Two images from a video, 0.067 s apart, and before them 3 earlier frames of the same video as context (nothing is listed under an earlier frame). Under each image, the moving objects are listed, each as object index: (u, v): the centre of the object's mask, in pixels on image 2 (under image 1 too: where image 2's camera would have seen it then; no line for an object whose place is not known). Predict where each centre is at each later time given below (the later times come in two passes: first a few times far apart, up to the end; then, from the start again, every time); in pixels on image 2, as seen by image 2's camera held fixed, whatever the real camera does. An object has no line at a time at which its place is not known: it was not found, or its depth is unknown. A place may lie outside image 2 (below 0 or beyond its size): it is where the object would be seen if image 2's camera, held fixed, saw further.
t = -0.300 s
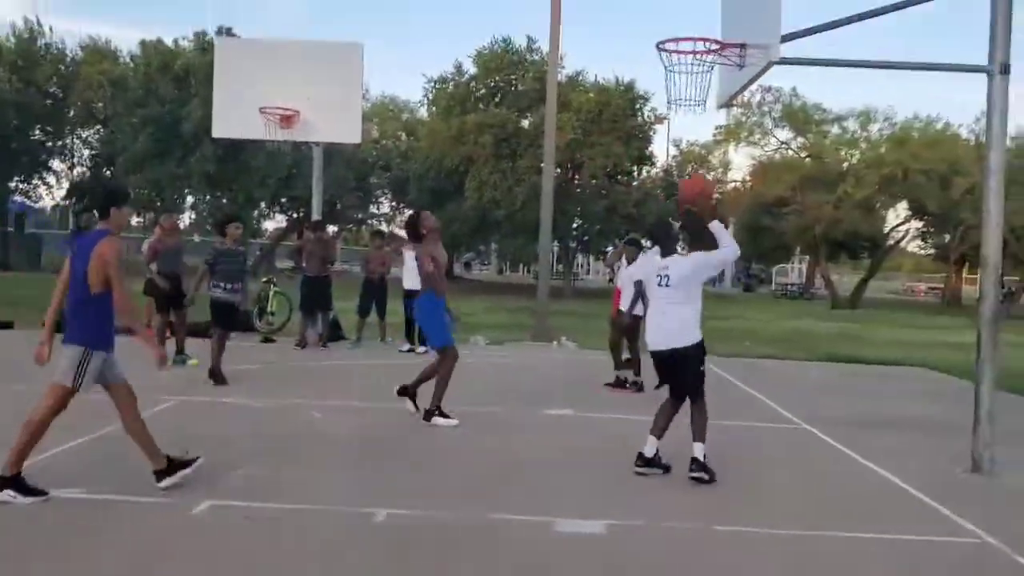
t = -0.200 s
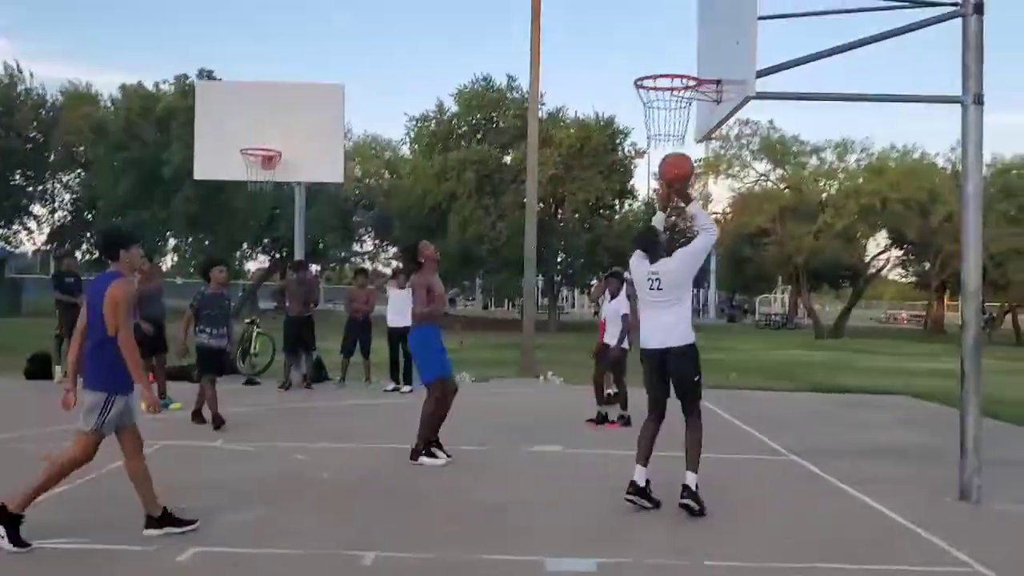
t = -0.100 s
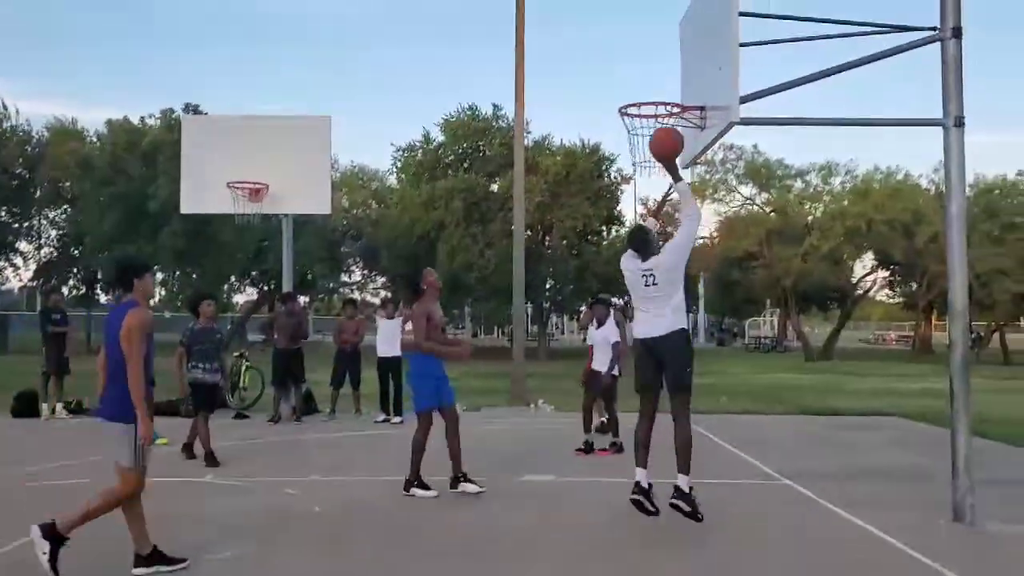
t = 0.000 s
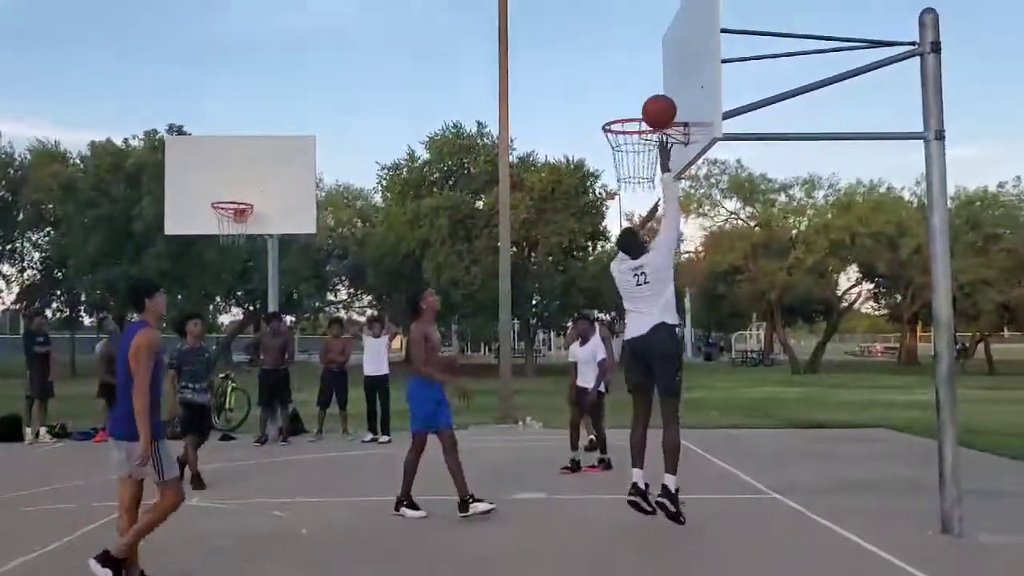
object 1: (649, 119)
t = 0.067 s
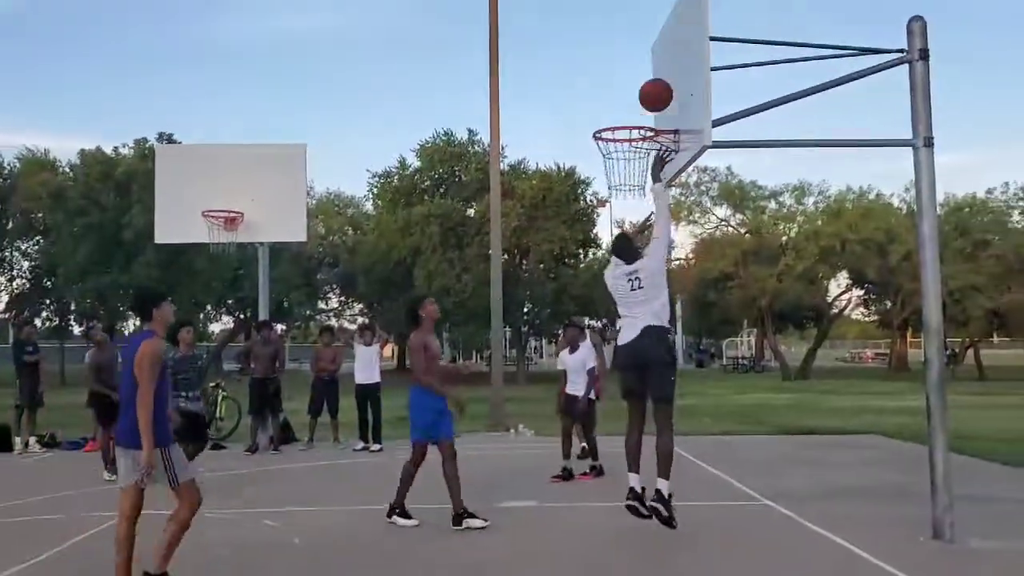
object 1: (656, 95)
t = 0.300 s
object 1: (650, 73)
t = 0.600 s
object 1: (616, 151)
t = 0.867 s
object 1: (616, 198)
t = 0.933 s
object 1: (615, 216)
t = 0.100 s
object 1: (659, 85)
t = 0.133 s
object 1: (662, 78)
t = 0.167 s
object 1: (665, 71)
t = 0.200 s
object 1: (664, 69)
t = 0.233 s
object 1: (659, 69)
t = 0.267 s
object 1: (654, 70)
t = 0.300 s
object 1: (650, 73)
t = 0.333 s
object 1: (645, 77)
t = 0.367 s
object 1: (641, 82)
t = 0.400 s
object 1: (637, 90)
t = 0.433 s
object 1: (632, 98)
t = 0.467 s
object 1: (628, 108)
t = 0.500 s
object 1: (624, 119)
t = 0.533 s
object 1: (620, 131)
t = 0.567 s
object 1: (616, 144)
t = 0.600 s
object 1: (616, 151)
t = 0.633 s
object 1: (615, 157)
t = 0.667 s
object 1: (615, 162)
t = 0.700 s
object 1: (615, 168)
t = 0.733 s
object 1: (615, 175)
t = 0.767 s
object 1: (616, 181)
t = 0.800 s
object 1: (616, 186)
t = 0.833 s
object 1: (615, 192)
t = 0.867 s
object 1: (616, 198)
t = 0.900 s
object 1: (615, 206)
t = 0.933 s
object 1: (615, 216)
